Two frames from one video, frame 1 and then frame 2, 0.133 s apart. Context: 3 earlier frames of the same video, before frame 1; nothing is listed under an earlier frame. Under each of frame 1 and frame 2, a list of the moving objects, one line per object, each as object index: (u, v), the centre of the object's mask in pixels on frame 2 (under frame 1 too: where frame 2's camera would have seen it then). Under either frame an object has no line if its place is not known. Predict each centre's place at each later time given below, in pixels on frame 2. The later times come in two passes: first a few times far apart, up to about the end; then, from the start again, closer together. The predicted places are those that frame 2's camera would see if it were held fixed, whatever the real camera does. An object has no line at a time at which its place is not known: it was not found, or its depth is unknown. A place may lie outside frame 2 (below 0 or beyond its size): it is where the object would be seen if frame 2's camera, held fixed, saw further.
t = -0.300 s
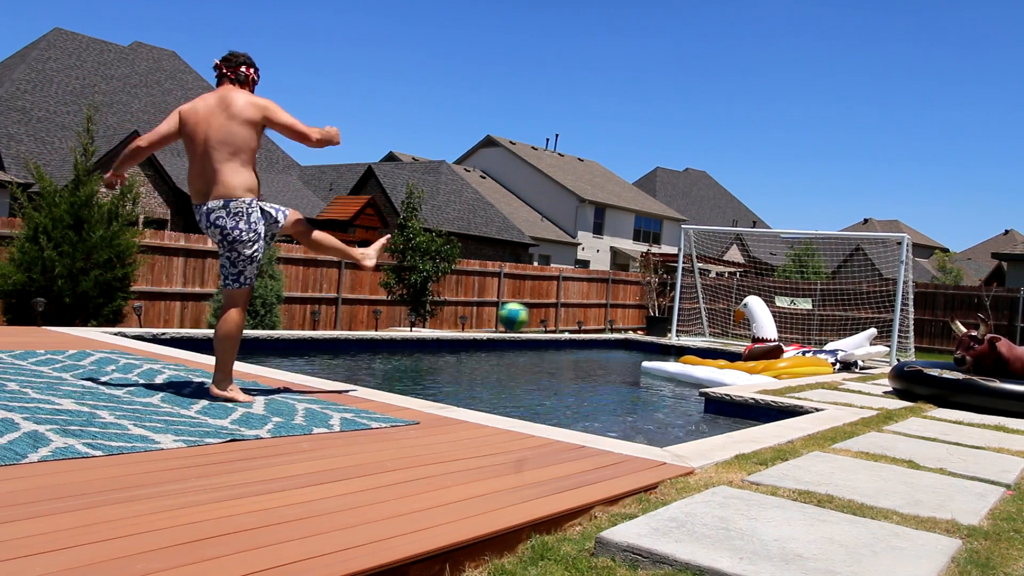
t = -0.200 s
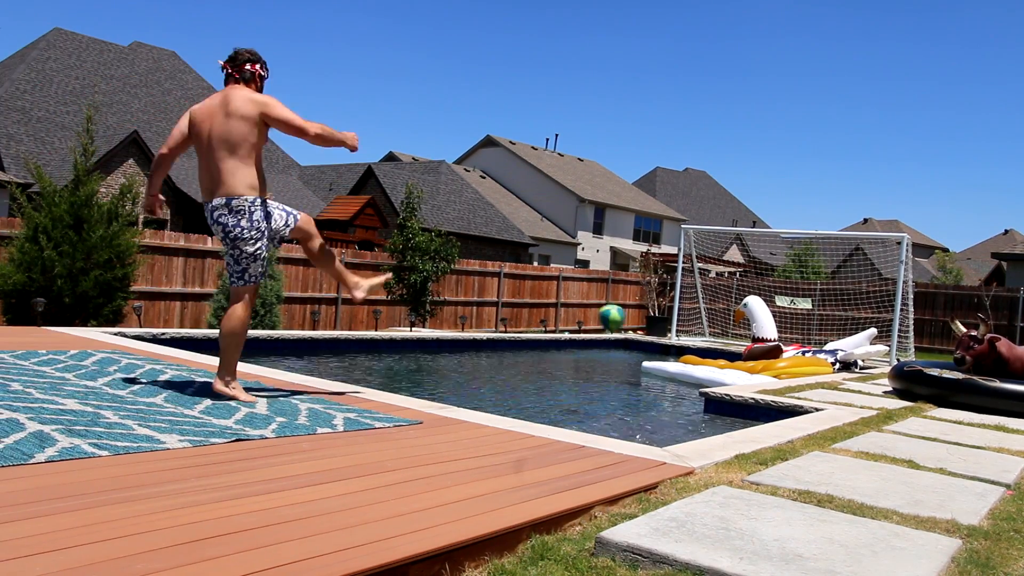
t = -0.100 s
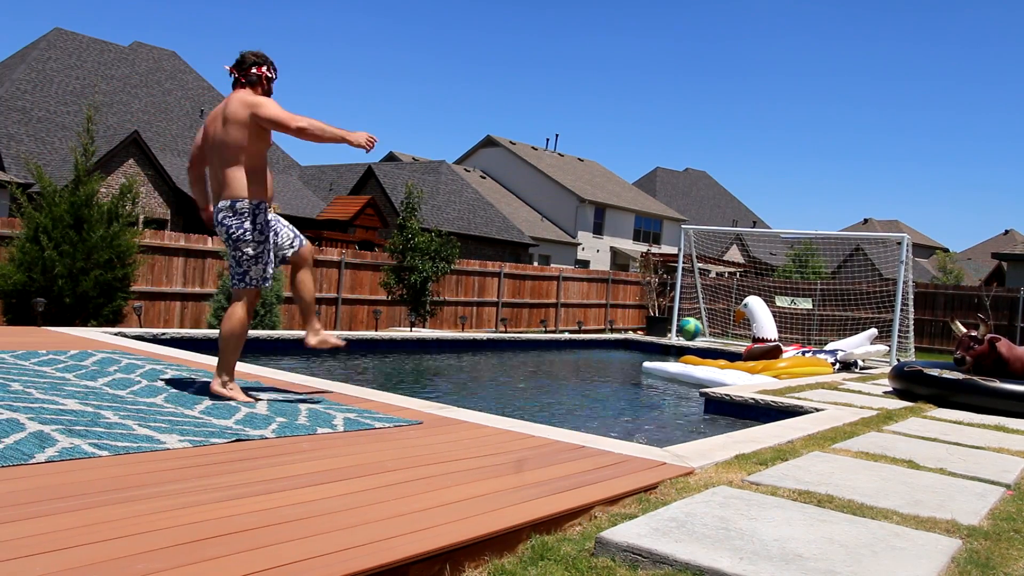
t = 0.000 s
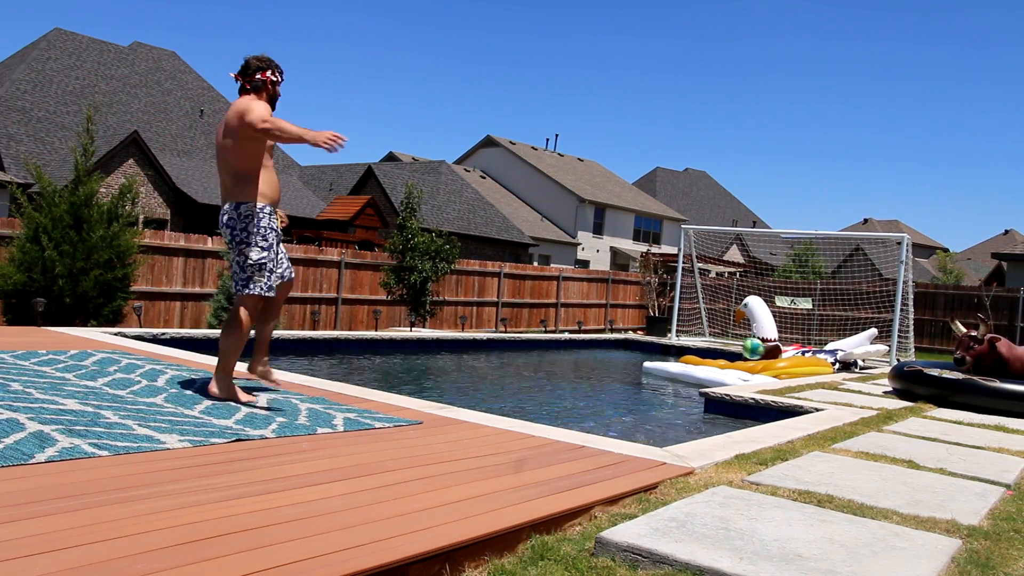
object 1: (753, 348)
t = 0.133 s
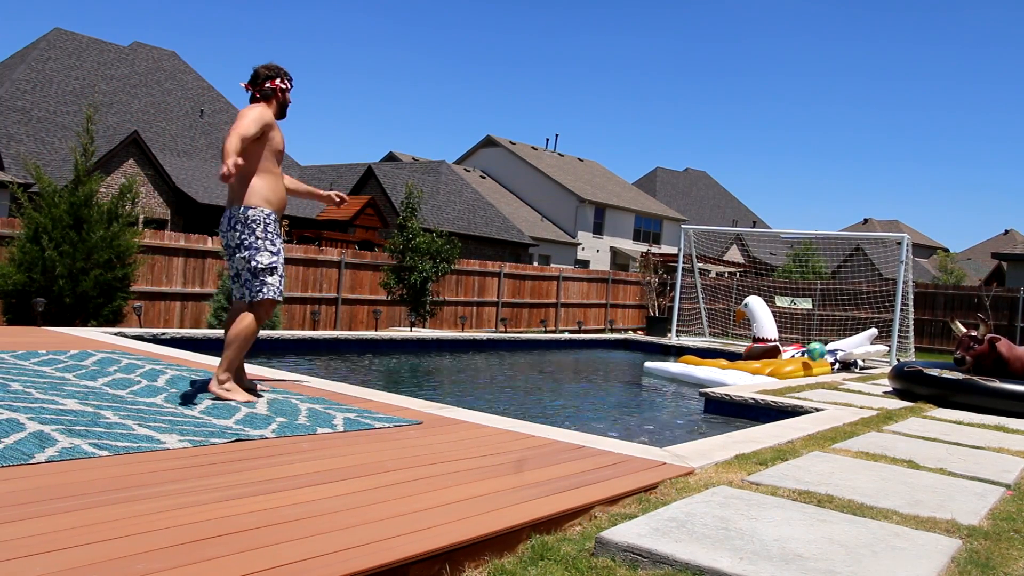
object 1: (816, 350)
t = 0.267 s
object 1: (878, 323)
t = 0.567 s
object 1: (1010, 317)
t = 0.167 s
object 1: (831, 343)
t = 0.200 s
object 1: (847, 335)
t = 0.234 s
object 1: (861, 328)
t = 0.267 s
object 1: (878, 323)
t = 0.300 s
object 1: (892, 318)
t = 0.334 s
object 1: (908, 315)
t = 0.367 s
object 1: (923, 312)
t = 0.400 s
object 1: (938, 311)
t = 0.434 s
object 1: (952, 309)
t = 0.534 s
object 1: (996, 314)
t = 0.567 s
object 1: (1010, 317)
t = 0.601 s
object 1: (1018, 321)
